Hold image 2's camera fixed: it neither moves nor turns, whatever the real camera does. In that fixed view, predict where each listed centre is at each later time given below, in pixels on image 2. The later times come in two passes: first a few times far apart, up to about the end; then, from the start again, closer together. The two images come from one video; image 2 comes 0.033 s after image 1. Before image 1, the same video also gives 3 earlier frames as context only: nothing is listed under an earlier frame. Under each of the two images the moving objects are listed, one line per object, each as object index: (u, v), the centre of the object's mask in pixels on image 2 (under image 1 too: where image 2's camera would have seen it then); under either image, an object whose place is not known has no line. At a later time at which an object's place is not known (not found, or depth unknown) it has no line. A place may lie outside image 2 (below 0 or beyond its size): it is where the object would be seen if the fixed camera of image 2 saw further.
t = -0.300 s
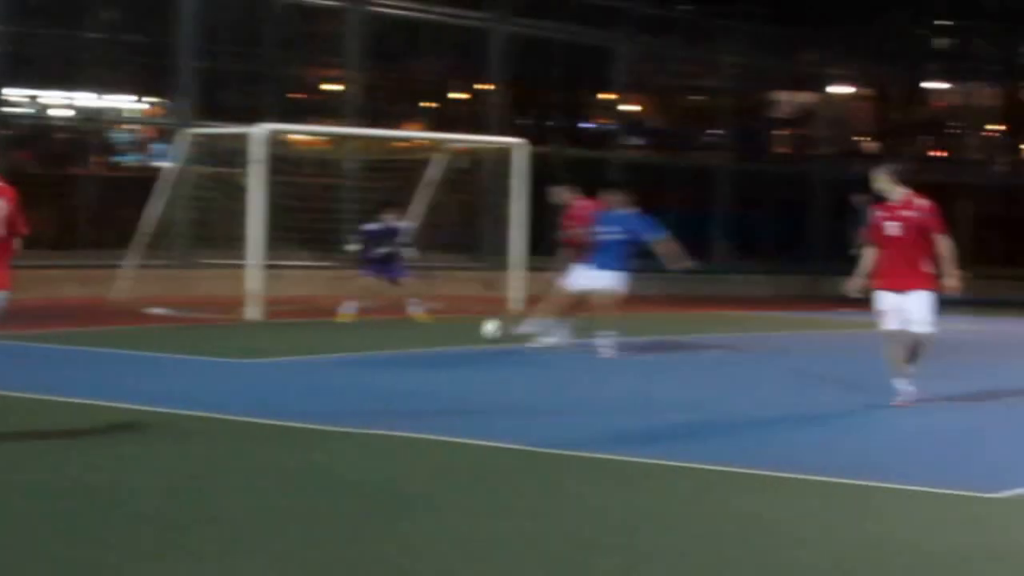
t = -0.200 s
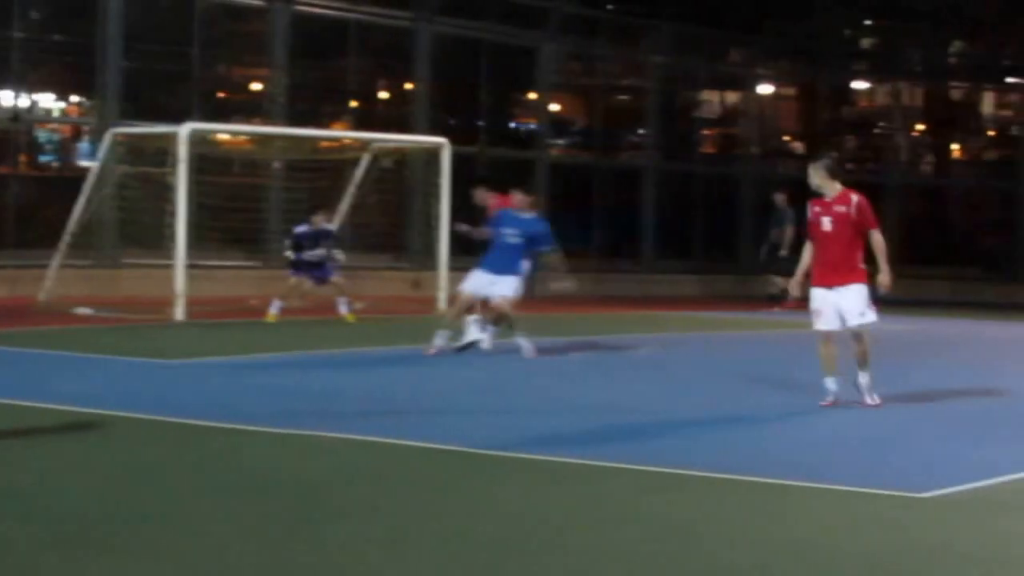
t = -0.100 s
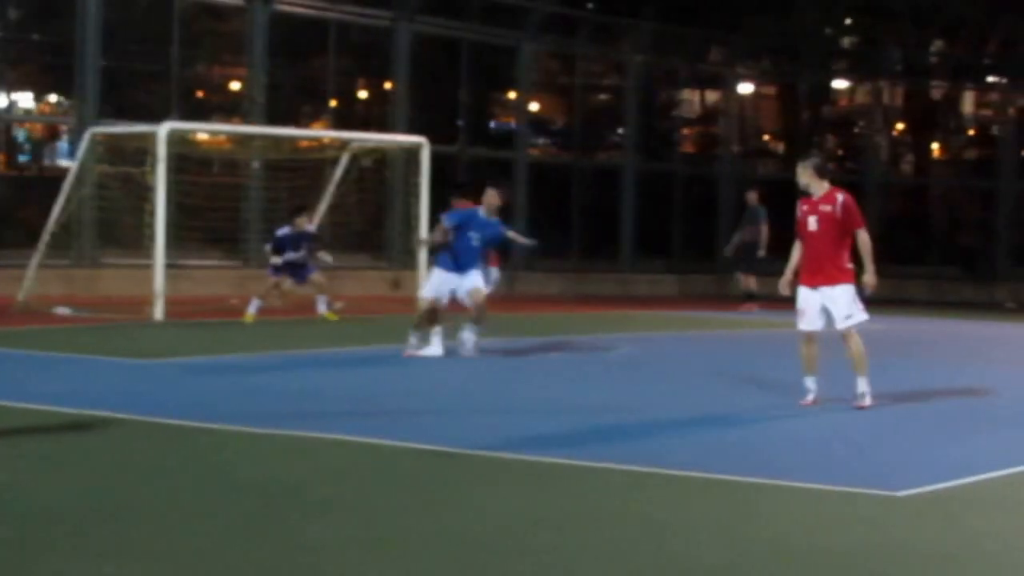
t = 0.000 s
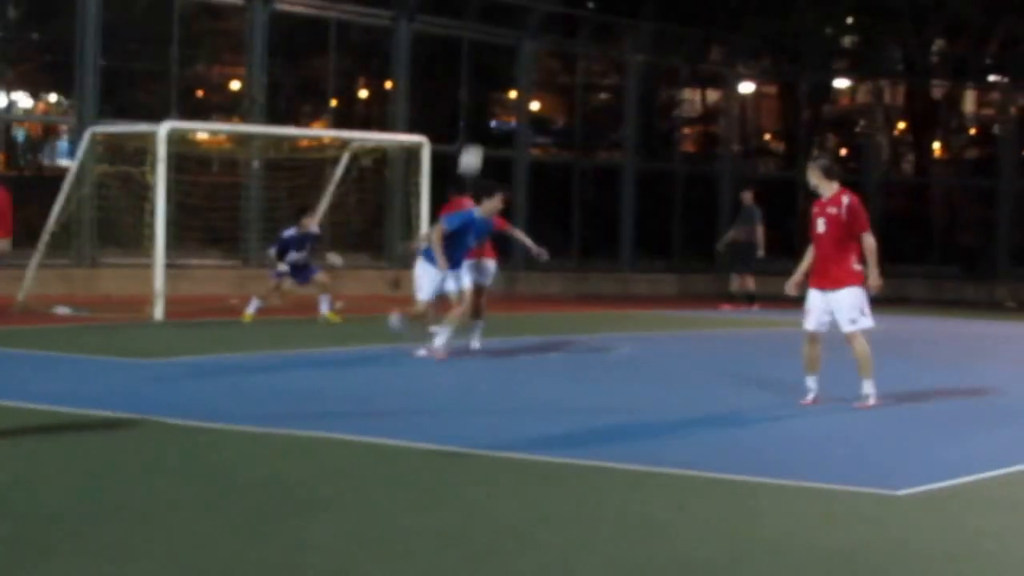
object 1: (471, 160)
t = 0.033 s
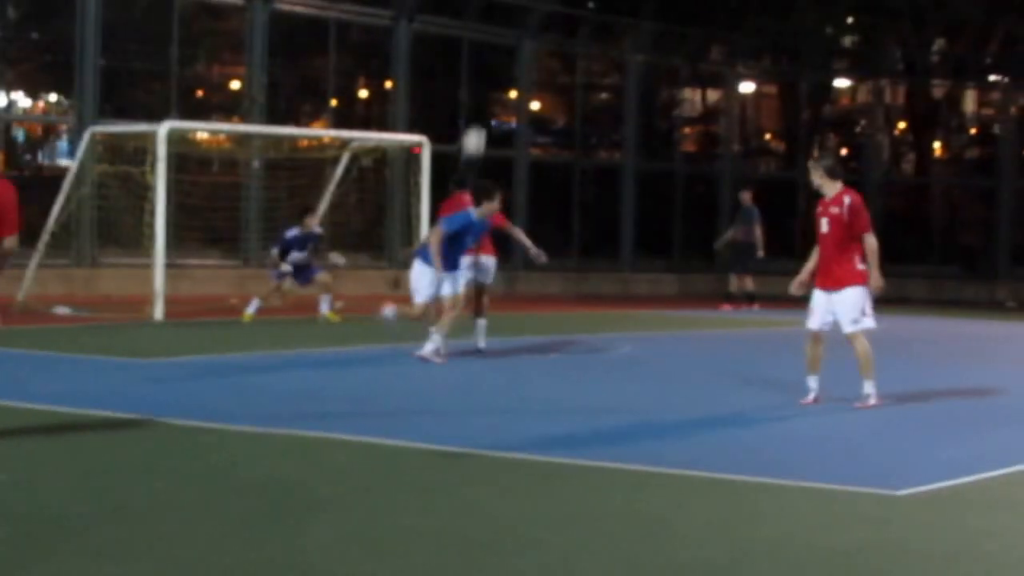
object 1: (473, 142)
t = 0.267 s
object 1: (496, 51)
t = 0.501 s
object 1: (515, 23)
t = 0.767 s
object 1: (532, 57)
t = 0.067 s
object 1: (476, 125)
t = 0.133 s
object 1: (483, 95)
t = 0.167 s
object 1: (486, 82)
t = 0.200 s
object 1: (490, 70)
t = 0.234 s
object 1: (493, 60)
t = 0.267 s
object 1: (496, 51)
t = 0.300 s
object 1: (499, 43)
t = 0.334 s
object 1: (502, 37)
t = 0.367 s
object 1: (505, 32)
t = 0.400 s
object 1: (507, 28)
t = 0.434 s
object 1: (510, 25)
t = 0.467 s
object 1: (512, 24)
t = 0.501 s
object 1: (515, 23)
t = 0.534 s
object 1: (517, 24)
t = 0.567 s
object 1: (519, 26)
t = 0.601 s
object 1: (521, 28)
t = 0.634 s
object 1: (523, 31)
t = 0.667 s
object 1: (526, 36)
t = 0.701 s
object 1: (528, 42)
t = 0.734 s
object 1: (530, 49)
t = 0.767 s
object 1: (532, 57)
